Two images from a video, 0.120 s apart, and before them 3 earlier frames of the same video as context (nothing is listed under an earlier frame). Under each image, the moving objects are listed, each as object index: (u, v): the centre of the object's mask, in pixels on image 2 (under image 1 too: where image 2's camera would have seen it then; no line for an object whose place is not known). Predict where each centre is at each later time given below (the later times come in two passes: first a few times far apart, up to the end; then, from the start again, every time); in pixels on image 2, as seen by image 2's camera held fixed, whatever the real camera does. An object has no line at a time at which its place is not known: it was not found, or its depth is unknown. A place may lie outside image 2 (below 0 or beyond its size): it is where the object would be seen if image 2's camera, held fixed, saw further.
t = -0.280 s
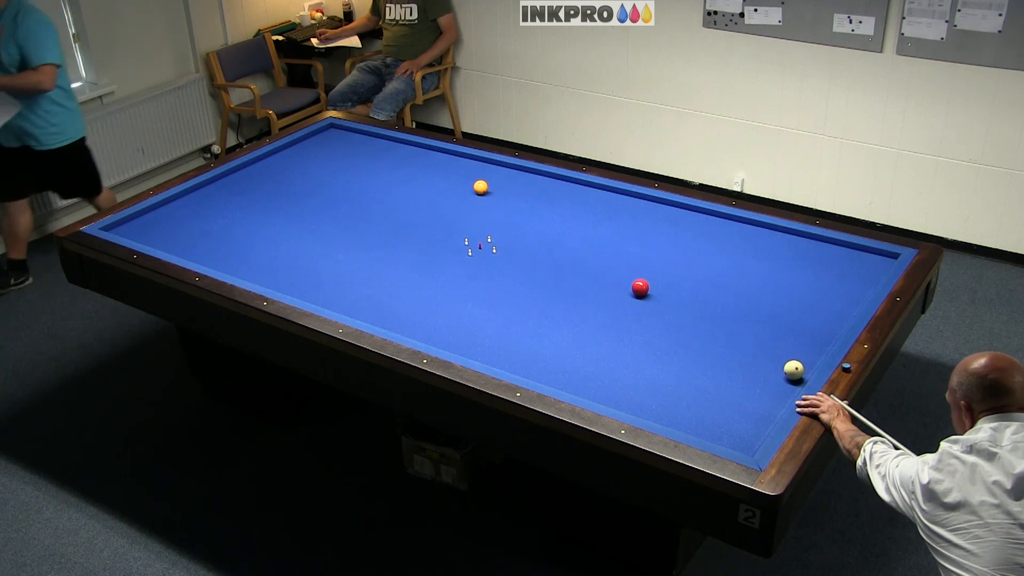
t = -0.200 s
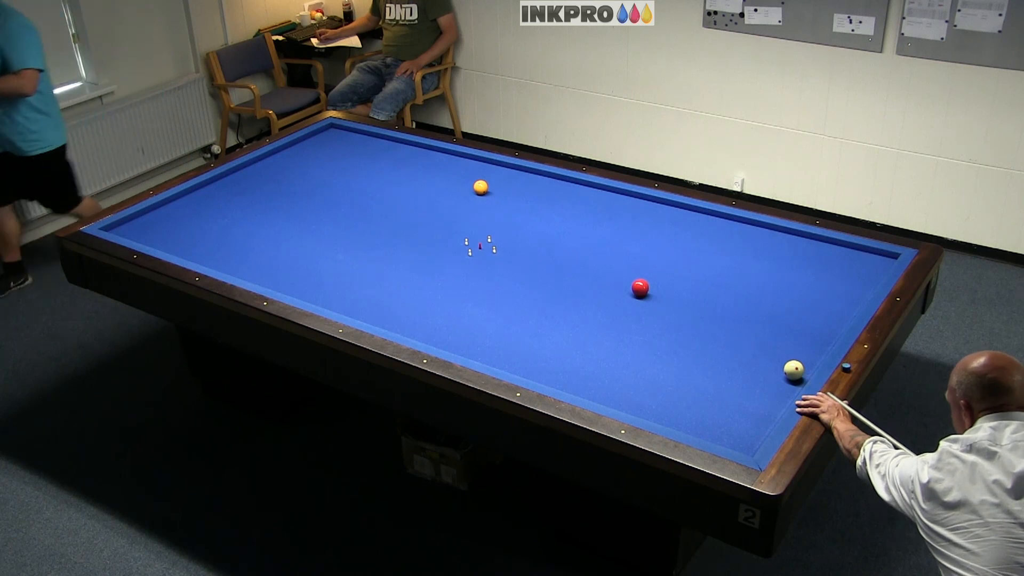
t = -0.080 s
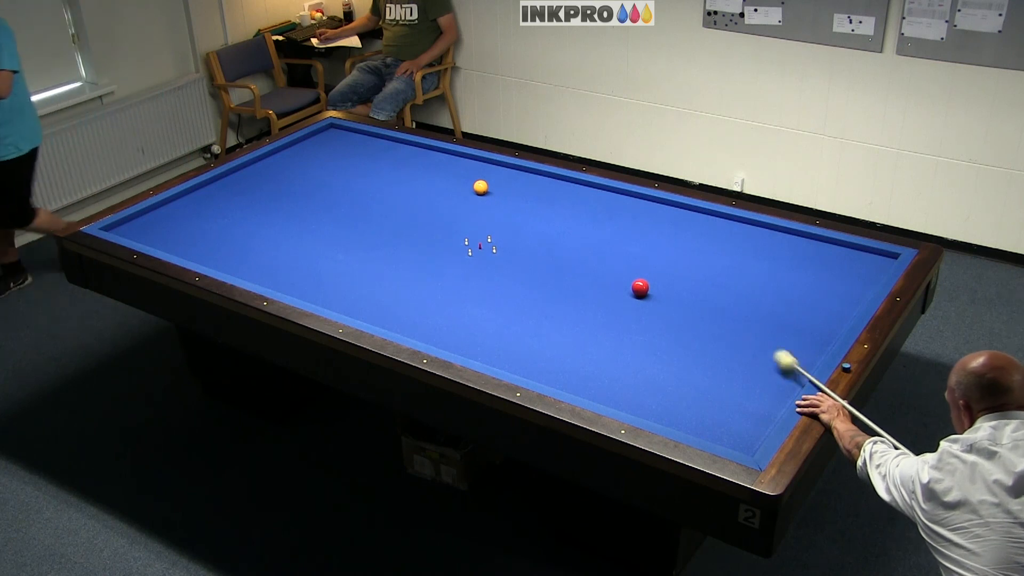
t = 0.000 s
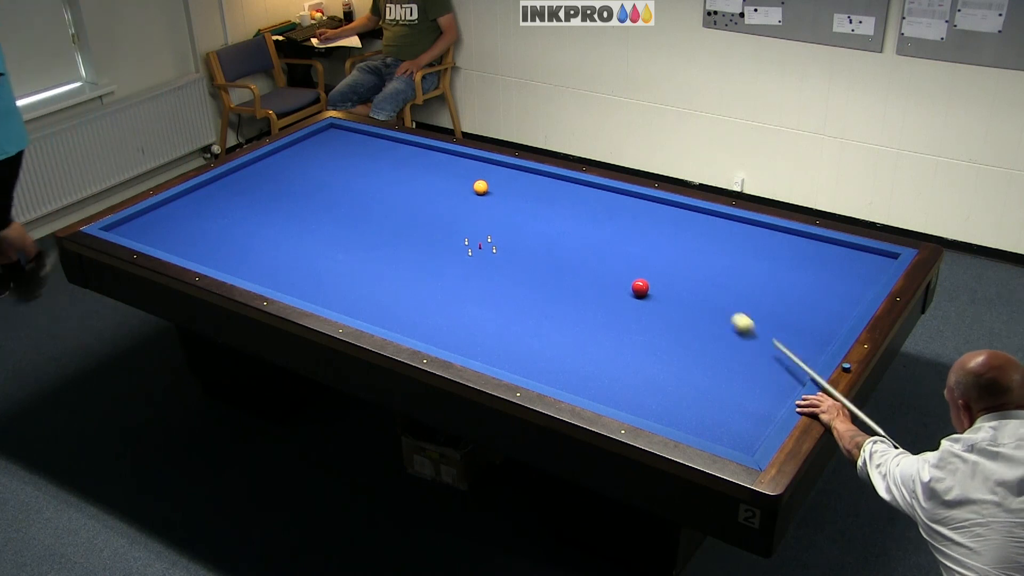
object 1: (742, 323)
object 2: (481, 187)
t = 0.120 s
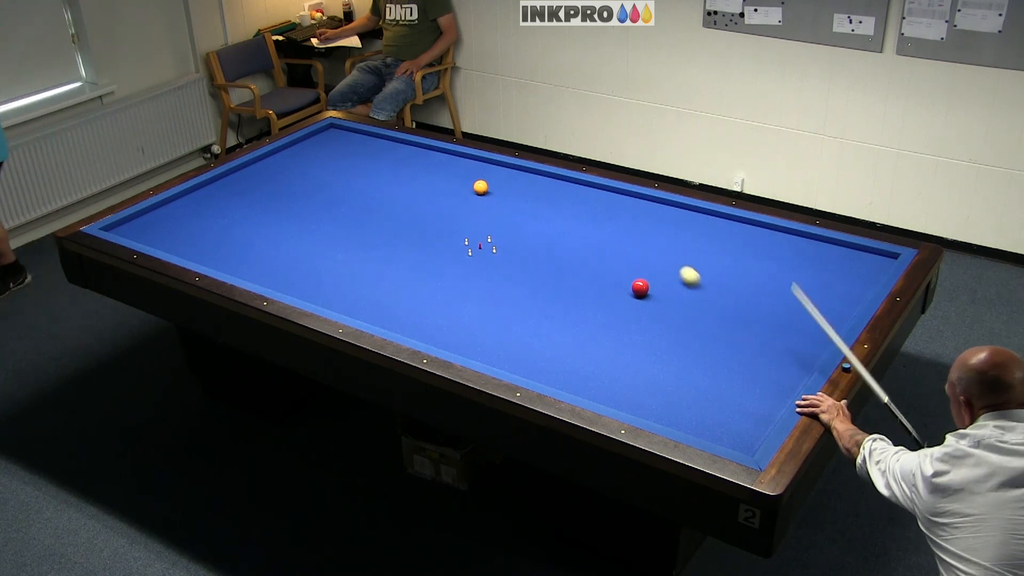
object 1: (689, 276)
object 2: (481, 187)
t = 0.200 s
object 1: (660, 250)
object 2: (481, 187)
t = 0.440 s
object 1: (585, 184)
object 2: (481, 187)
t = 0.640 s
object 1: (494, 187)
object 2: (473, 187)
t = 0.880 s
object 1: (480, 182)
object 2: (377, 189)
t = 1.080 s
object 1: (462, 177)
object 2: (315, 190)
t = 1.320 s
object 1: (441, 171)
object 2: (245, 191)
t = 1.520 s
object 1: (424, 167)
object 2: (188, 192)
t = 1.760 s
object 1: (405, 162)
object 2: (194, 208)
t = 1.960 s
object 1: (391, 158)
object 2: (197, 220)
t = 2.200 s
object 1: (373, 154)
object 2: (200, 237)
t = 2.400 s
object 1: (360, 150)
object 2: (203, 250)
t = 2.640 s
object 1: (344, 146)
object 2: (215, 262)
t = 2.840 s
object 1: (331, 143)
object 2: (238, 264)
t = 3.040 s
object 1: (319, 140)
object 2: (262, 265)
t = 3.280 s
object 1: (307, 137)
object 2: (290, 266)
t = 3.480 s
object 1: (311, 140)
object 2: (314, 267)
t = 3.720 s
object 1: (314, 143)
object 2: (341, 268)
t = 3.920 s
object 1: (318, 145)
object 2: (364, 268)
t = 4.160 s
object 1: (321, 148)
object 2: (391, 269)
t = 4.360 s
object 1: (324, 150)
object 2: (412, 270)
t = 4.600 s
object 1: (327, 152)
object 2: (438, 271)
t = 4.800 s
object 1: (330, 154)
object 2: (459, 272)
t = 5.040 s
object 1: (332, 157)
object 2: (483, 273)
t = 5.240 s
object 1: (335, 158)
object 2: (503, 274)
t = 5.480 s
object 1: (337, 161)
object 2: (527, 275)
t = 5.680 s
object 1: (339, 162)
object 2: (546, 276)
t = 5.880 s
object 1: (341, 163)
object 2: (564, 277)
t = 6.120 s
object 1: (343, 165)
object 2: (586, 277)
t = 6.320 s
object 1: (344, 166)
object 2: (603, 278)
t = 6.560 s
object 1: (346, 168)
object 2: (623, 279)
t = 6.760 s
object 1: (348, 169)
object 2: (639, 276)
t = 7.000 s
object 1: (349, 169)
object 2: (657, 278)
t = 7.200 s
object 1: (350, 170)
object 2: (670, 277)
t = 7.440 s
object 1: (351, 171)
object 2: (685, 276)
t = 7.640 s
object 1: (352, 171)
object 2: (698, 275)
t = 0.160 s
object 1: (674, 263)
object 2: (481, 187)
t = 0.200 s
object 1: (660, 250)
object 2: (481, 187)
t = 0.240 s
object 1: (646, 237)
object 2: (481, 187)
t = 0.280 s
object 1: (633, 226)
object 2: (481, 187)
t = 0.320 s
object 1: (620, 215)
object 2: (481, 187)
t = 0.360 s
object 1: (608, 204)
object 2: (481, 187)
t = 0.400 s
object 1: (597, 193)
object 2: (481, 187)
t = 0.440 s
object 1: (585, 184)
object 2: (481, 187)
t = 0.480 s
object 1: (565, 185)
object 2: (481, 187)
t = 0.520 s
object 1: (545, 185)
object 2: (481, 187)
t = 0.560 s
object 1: (525, 186)
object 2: (481, 187)
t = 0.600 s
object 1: (506, 186)
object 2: (481, 187)
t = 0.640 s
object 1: (494, 187)
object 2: (473, 187)
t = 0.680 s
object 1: (494, 186)
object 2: (455, 187)
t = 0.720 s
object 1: (492, 186)
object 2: (438, 188)
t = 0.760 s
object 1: (490, 185)
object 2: (422, 188)
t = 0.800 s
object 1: (487, 184)
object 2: (406, 188)
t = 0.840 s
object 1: (484, 183)
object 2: (391, 188)
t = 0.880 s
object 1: (480, 182)
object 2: (377, 189)
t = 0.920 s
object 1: (477, 181)
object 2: (364, 189)
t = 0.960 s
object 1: (473, 180)
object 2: (351, 189)
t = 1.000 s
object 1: (469, 179)
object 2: (339, 189)
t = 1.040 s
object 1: (466, 178)
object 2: (327, 190)
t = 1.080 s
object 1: (462, 177)
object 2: (315, 190)
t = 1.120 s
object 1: (458, 176)
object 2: (303, 190)
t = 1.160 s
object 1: (455, 175)
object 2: (292, 190)
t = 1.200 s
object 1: (451, 174)
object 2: (280, 190)
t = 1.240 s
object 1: (448, 173)
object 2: (268, 191)
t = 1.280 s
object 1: (444, 172)
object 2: (257, 191)
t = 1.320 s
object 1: (441, 171)
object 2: (245, 191)
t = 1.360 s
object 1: (438, 171)
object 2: (233, 191)
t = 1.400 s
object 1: (434, 170)
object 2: (222, 191)
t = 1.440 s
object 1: (431, 169)
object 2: (211, 191)
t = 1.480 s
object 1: (428, 168)
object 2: (199, 192)
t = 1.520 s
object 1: (424, 167)
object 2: (188, 192)
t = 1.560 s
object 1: (421, 166)
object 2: (189, 194)
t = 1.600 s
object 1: (418, 166)
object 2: (191, 197)
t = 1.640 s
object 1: (415, 165)
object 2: (192, 200)
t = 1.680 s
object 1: (412, 164)
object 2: (193, 203)
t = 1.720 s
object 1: (409, 163)
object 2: (194, 205)
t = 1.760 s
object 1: (405, 162)
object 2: (194, 208)
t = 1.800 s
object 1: (402, 162)
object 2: (195, 210)
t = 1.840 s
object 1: (399, 161)
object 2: (195, 213)
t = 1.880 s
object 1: (396, 160)
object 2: (196, 215)
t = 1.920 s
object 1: (393, 159)
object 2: (196, 218)
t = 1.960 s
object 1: (391, 158)
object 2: (197, 220)
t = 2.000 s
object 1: (388, 158)
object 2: (197, 224)
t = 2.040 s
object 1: (384, 157)
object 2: (198, 226)
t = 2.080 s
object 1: (382, 156)
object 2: (198, 229)
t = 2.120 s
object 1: (379, 155)
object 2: (199, 231)
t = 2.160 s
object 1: (376, 155)
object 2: (200, 234)
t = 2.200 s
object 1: (373, 154)
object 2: (200, 237)
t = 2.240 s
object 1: (370, 153)
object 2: (200, 240)
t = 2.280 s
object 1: (368, 152)
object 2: (201, 242)
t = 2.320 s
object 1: (365, 152)
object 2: (202, 245)
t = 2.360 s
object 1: (362, 151)
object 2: (202, 248)
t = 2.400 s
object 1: (360, 150)
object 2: (203, 250)
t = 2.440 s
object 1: (357, 150)
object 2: (203, 254)
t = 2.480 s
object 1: (354, 149)
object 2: (204, 257)
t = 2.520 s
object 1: (352, 148)
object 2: (205, 259)
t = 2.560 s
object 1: (349, 148)
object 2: (206, 261)
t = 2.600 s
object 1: (346, 147)
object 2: (210, 262)
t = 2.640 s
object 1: (344, 146)
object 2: (215, 262)
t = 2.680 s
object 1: (341, 146)
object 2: (219, 263)
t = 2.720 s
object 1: (339, 145)
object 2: (224, 264)
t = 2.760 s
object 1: (336, 145)
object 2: (229, 264)
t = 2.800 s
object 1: (334, 144)
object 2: (234, 264)
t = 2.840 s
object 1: (331, 143)
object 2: (238, 264)
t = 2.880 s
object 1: (329, 143)
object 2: (243, 265)
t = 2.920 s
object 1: (327, 142)
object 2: (248, 264)
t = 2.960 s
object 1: (324, 142)
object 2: (253, 265)
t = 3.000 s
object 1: (322, 141)
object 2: (258, 265)
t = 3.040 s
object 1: (319, 140)
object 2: (262, 265)
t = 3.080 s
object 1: (317, 140)
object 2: (267, 265)
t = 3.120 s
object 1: (315, 139)
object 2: (272, 265)
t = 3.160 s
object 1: (312, 139)
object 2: (277, 265)
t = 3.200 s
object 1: (310, 138)
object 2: (281, 266)
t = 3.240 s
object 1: (308, 137)
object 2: (286, 266)
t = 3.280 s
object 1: (307, 137)
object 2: (290, 266)
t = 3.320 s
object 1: (308, 138)
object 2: (295, 266)
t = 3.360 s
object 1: (309, 139)
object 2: (300, 266)
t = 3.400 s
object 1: (309, 139)
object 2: (305, 266)
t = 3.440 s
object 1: (310, 140)
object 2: (309, 267)
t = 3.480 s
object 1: (311, 140)
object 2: (314, 267)
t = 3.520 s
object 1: (311, 141)
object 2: (318, 267)
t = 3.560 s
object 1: (312, 141)
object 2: (323, 267)
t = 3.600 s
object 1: (313, 142)
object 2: (328, 267)
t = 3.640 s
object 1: (313, 142)
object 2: (332, 267)
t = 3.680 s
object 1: (314, 142)
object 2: (337, 267)
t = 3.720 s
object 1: (314, 143)
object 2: (341, 268)
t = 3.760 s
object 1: (315, 143)
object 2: (346, 268)
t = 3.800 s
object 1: (316, 144)
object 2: (350, 268)
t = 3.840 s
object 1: (316, 144)
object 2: (355, 268)
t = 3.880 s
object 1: (317, 145)
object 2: (359, 269)
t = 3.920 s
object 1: (318, 145)
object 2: (364, 268)
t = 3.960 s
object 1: (318, 146)
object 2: (368, 269)
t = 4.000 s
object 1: (319, 146)
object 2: (373, 269)
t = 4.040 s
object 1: (319, 147)
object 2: (378, 269)
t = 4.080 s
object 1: (320, 147)
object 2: (382, 269)
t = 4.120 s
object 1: (321, 147)
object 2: (386, 269)
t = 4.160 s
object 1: (321, 148)
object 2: (391, 269)
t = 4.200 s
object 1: (322, 148)
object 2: (395, 269)
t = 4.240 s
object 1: (322, 149)
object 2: (399, 269)
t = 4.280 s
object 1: (323, 149)
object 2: (404, 270)
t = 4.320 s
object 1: (324, 150)
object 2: (408, 270)
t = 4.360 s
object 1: (324, 150)
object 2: (412, 270)
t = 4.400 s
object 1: (325, 150)
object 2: (416, 270)
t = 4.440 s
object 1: (325, 151)
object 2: (421, 270)
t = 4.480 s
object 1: (326, 151)
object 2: (425, 271)
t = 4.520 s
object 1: (326, 151)
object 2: (429, 271)
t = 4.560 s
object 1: (327, 152)
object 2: (434, 271)
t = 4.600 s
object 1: (327, 152)
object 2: (438, 271)
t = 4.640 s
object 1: (328, 153)
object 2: (442, 271)
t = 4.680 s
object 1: (328, 153)
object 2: (447, 271)
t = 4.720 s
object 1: (329, 154)
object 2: (451, 272)
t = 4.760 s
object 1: (329, 154)
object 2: (455, 272)
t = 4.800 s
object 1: (330, 154)
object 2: (459, 272)
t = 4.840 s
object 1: (330, 155)
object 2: (463, 272)
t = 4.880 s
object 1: (331, 155)
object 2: (467, 272)
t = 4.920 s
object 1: (331, 155)
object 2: (471, 272)
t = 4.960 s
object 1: (332, 156)
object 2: (475, 272)
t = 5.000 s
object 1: (332, 156)
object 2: (479, 273)
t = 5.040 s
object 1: (332, 157)
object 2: (483, 273)
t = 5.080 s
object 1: (333, 157)
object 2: (487, 273)
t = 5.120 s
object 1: (333, 157)
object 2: (491, 273)
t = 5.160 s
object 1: (334, 158)
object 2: (495, 273)
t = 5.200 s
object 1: (334, 158)
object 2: (499, 274)
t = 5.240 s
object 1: (335, 158)
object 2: (503, 274)
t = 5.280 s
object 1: (335, 159)
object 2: (507, 274)
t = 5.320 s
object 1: (336, 159)
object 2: (511, 274)
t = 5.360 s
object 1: (336, 159)
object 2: (515, 275)
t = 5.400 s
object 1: (337, 160)
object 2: (519, 275)
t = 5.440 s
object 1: (337, 160)
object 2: (523, 275)
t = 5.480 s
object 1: (337, 161)
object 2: (527, 275)
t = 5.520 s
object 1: (338, 161)
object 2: (530, 275)
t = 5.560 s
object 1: (338, 161)
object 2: (534, 275)
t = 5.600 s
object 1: (339, 161)
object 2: (538, 275)
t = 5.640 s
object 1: (339, 162)
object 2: (542, 276)
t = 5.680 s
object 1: (339, 162)
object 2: (546, 276)
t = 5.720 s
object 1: (340, 162)
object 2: (549, 276)
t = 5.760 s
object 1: (340, 163)
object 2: (553, 276)
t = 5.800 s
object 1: (340, 163)
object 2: (557, 276)
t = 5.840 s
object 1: (341, 163)
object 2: (561, 276)
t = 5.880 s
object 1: (341, 163)
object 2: (564, 277)
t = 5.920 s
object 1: (342, 164)
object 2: (568, 277)
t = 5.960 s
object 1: (342, 164)
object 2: (572, 277)
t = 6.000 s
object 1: (342, 164)
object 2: (575, 277)
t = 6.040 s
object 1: (342, 165)
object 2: (579, 277)
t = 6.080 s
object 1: (343, 165)
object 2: (582, 277)
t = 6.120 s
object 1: (343, 165)
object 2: (586, 277)
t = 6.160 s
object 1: (343, 165)
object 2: (589, 277)
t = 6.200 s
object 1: (344, 166)
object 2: (593, 278)
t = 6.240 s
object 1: (344, 166)
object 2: (596, 278)
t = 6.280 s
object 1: (344, 166)
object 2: (600, 278)
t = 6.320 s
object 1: (344, 166)
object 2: (603, 278)
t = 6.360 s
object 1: (345, 167)
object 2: (607, 278)
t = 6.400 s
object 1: (345, 167)
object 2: (610, 278)
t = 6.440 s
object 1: (345, 167)
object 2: (614, 278)
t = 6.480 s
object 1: (346, 167)
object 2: (617, 278)
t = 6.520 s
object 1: (346, 167)
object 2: (620, 278)
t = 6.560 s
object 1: (346, 168)
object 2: (623, 279)
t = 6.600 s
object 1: (347, 168)
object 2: (626, 279)
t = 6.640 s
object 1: (347, 168)
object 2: (629, 278)
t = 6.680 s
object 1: (347, 168)
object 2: (632, 277)
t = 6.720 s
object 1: (347, 168)
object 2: (636, 276)
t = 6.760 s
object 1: (348, 169)
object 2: (639, 276)
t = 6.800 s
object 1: (348, 169)
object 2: (642, 276)
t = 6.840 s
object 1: (348, 169)
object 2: (645, 276)
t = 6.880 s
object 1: (348, 169)
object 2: (649, 277)
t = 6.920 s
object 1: (349, 169)
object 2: (651, 277)
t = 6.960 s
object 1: (349, 169)
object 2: (654, 278)
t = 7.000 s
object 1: (349, 169)
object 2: (657, 278)
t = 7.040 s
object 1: (349, 170)
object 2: (659, 278)
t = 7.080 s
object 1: (350, 170)
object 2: (662, 277)
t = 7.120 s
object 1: (350, 170)
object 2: (665, 277)
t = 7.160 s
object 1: (350, 170)
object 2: (667, 277)
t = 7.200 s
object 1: (350, 170)
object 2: (670, 277)
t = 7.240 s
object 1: (350, 170)
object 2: (673, 277)
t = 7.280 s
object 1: (350, 171)
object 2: (675, 276)
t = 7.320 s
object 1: (351, 171)
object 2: (678, 276)
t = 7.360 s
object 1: (351, 171)
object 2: (680, 276)
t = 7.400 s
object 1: (351, 171)
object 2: (683, 276)
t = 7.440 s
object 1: (351, 171)
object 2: (685, 276)
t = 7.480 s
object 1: (351, 171)
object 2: (688, 276)
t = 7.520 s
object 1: (351, 171)
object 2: (690, 276)
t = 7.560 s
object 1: (351, 171)
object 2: (693, 275)
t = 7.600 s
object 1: (352, 171)
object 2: (695, 275)
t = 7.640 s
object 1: (352, 171)
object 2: (698, 275)
